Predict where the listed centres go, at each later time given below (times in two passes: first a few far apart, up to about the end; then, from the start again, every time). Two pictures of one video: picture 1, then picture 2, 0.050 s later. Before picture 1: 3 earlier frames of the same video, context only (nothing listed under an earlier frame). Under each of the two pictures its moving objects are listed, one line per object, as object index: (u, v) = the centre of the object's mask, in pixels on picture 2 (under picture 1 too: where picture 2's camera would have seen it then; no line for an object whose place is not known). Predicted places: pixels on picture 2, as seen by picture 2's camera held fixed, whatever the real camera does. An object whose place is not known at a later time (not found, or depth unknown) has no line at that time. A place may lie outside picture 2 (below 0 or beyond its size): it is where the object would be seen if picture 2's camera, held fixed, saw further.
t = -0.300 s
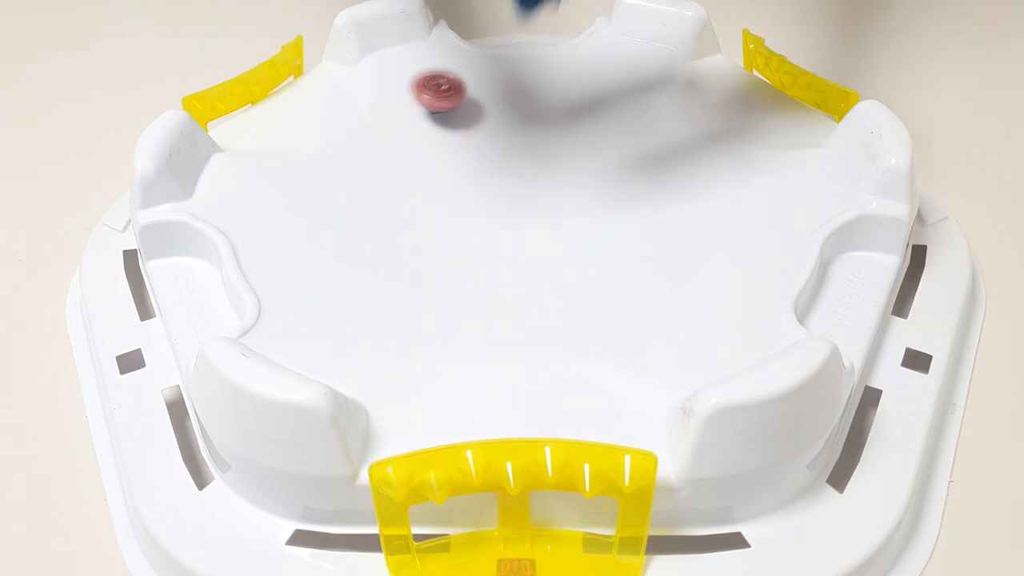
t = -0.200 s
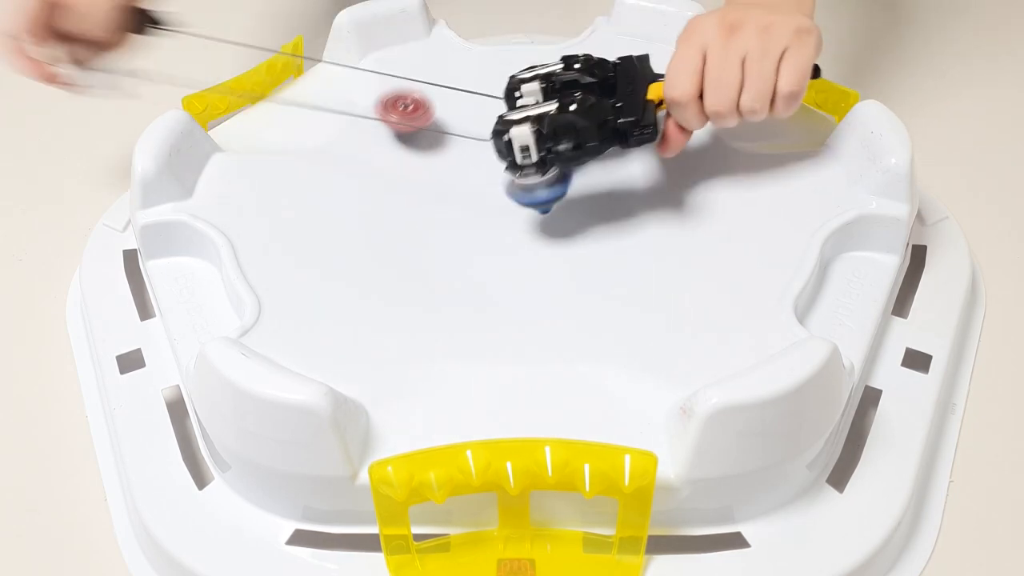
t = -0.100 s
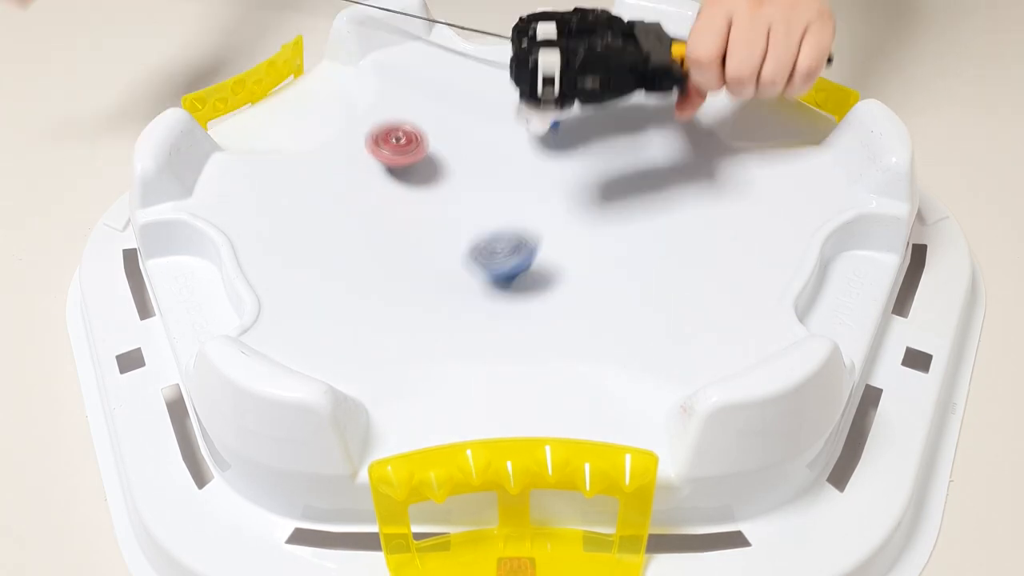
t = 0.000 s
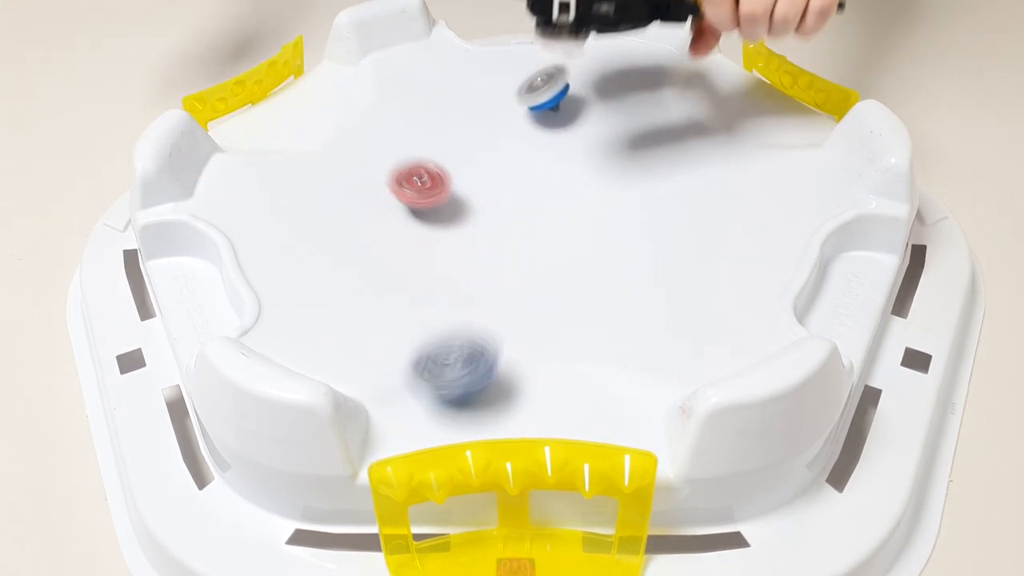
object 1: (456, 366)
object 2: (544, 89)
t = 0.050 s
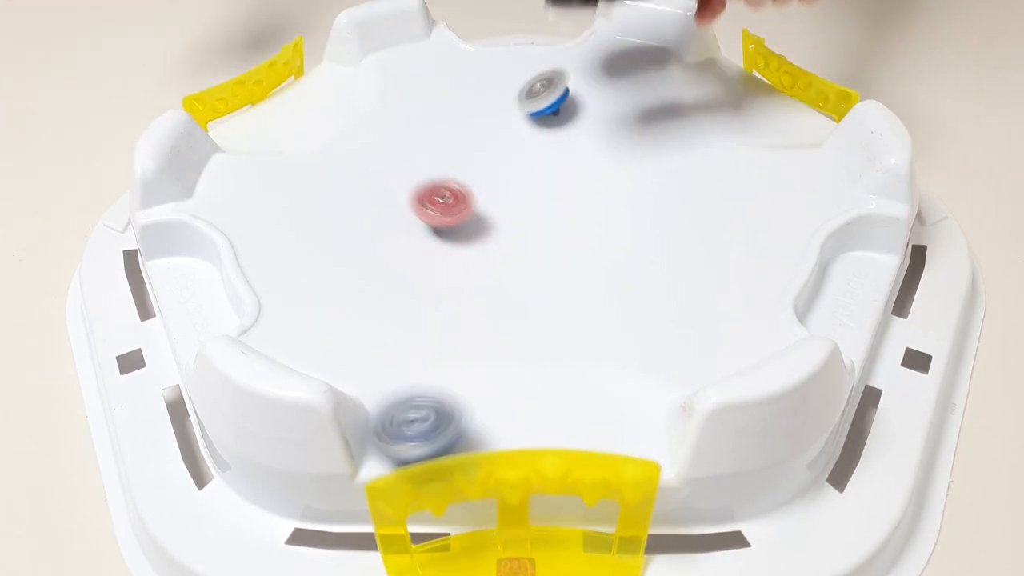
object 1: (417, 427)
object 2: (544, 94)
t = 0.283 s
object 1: (562, 314)
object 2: (532, 129)
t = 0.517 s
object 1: (674, 227)
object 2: (493, 221)
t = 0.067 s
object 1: (396, 426)
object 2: (543, 93)
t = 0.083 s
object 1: (407, 417)
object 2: (543, 93)
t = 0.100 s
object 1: (420, 405)
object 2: (543, 94)
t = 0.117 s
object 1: (435, 393)
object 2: (542, 95)
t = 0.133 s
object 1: (450, 384)
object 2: (541, 95)
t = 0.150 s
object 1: (461, 375)
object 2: (540, 98)
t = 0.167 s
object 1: (476, 367)
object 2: (540, 102)
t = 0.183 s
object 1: (488, 359)
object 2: (539, 105)
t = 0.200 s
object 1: (500, 352)
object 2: (538, 107)
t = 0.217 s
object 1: (512, 344)
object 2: (537, 111)
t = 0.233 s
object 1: (522, 335)
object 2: (536, 115)
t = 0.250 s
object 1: (535, 329)
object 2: (535, 120)
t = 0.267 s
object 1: (548, 322)
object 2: (533, 124)
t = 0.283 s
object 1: (562, 314)
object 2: (532, 129)
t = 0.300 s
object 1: (577, 306)
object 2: (530, 136)
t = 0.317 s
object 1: (592, 296)
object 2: (528, 142)
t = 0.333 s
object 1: (607, 286)
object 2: (526, 148)
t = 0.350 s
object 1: (622, 274)
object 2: (524, 156)
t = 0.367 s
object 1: (637, 261)
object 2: (522, 162)
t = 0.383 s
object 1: (649, 247)
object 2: (519, 170)
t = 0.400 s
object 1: (656, 229)
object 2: (516, 177)
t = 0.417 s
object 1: (661, 214)
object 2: (513, 183)
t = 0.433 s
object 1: (664, 213)
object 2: (510, 191)
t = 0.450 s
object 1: (667, 215)
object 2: (507, 196)
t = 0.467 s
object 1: (670, 220)
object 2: (504, 202)
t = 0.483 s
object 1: (672, 224)
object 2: (500, 210)
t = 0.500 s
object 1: (673, 226)
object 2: (497, 216)
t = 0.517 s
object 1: (674, 227)
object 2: (493, 221)
